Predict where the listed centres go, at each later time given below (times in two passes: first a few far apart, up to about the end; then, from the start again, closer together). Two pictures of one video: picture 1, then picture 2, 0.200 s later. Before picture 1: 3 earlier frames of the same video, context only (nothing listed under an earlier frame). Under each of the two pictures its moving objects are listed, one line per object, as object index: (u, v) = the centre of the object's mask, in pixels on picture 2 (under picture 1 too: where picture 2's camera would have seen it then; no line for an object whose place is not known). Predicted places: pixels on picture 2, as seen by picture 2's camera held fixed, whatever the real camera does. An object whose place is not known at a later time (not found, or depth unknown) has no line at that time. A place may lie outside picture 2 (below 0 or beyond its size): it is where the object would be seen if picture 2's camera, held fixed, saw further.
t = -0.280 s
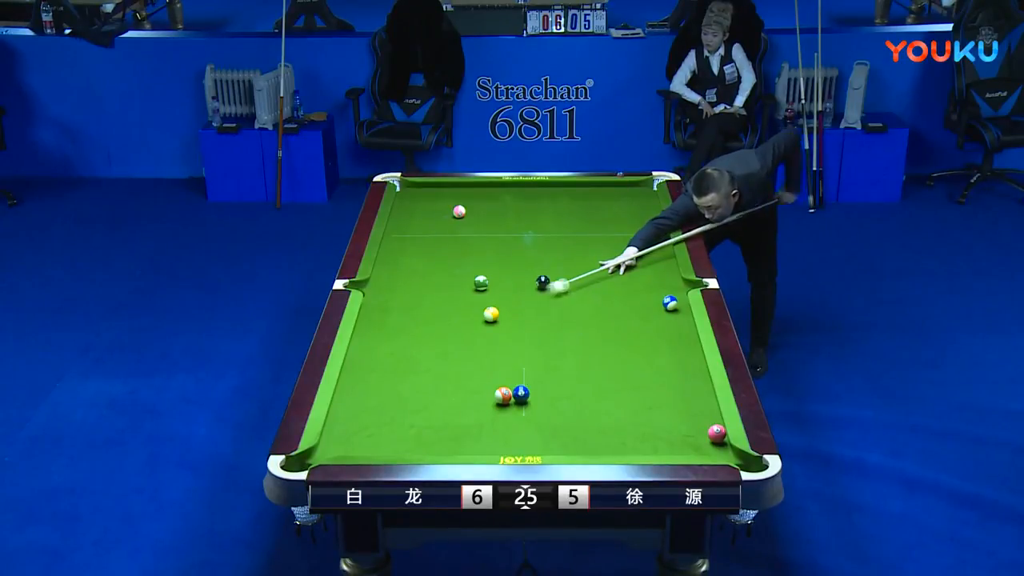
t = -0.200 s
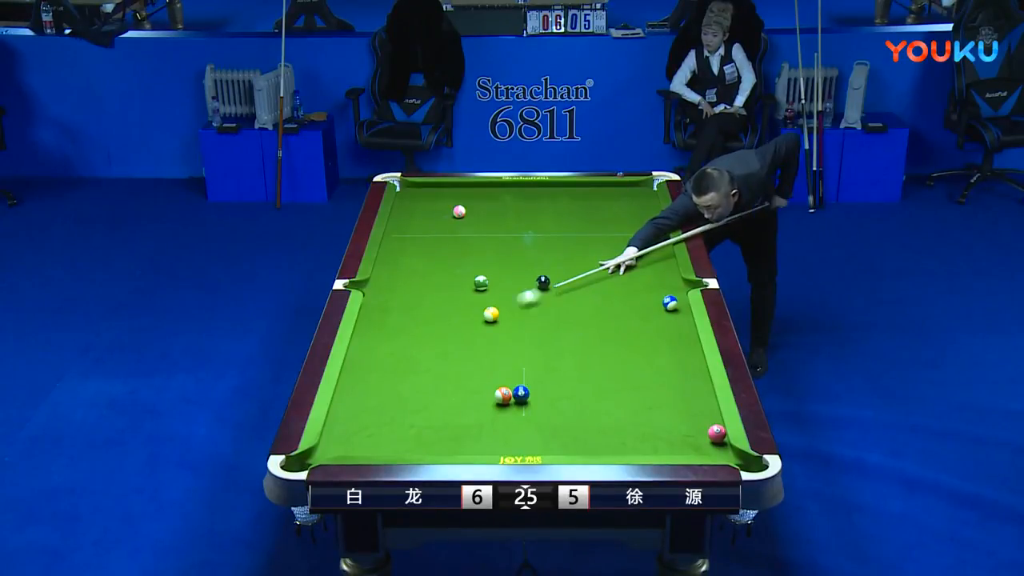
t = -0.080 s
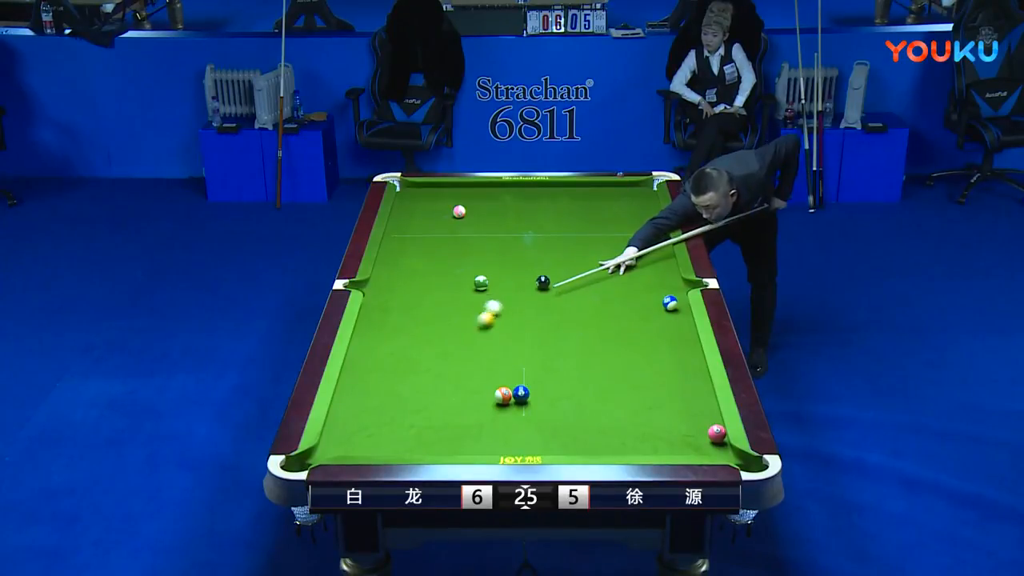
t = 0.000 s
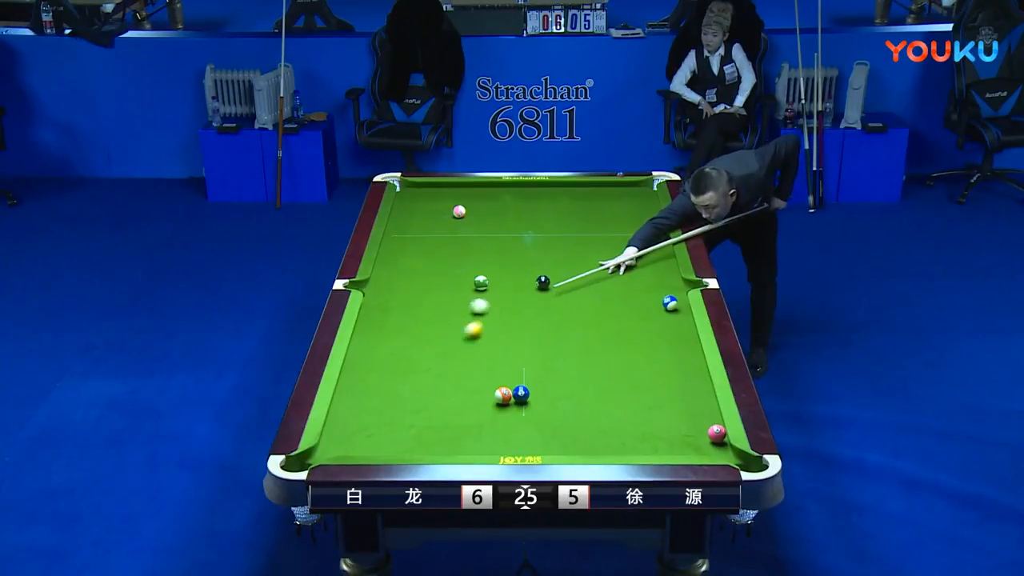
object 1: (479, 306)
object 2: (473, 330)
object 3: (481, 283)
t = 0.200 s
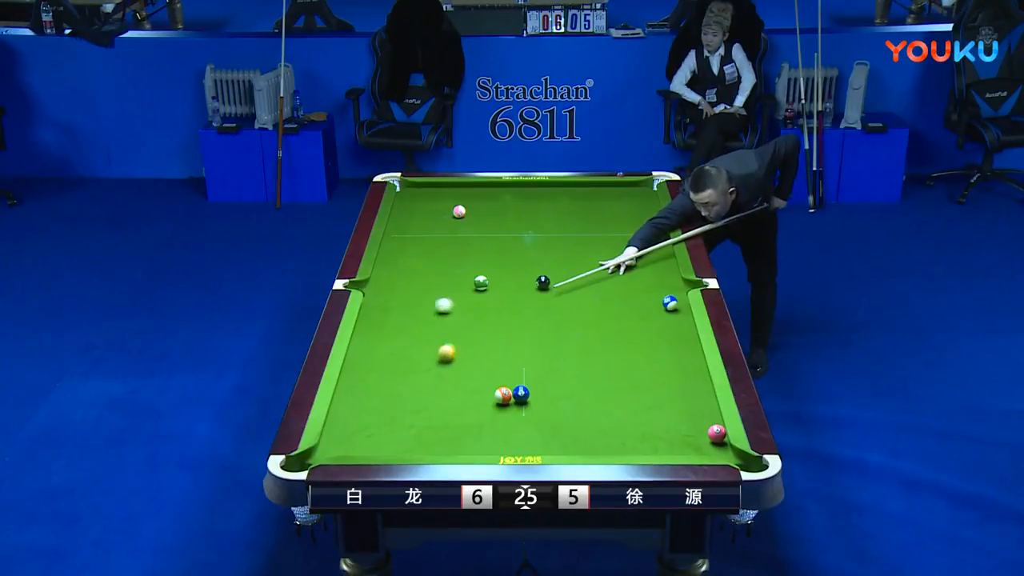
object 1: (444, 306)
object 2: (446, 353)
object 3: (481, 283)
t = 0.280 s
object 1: (430, 305)
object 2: (437, 361)
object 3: (481, 283)
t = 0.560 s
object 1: (382, 304)
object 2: (400, 393)
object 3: (481, 283)
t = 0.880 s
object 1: (393, 300)
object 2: (355, 431)
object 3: (481, 283)
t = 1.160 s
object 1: (419, 296)
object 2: (307, 461)
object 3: (481, 283)
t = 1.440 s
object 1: (443, 293)
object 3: (481, 283)
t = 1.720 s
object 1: (465, 289)
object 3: (481, 283)
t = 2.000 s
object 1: (480, 289)
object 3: (487, 279)
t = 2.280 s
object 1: (490, 290)
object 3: (491, 277)
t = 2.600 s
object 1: (500, 291)
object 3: (496, 273)
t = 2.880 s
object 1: (507, 291)
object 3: (499, 273)
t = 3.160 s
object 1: (513, 292)
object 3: (501, 272)
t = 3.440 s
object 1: (517, 292)
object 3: (502, 271)
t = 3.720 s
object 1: (520, 293)
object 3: (502, 271)
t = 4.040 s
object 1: (521, 293)
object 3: (502, 271)
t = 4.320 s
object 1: (521, 293)
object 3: (502, 271)
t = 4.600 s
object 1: (521, 293)
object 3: (502, 271)
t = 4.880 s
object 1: (521, 293)
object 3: (502, 271)
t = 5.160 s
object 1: (521, 293)
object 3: (502, 271)
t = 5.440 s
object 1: (521, 293)
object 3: (502, 271)
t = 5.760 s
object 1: (521, 293)
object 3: (502, 271)
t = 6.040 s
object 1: (521, 293)
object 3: (502, 271)
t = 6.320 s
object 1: (521, 293)
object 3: (502, 271)
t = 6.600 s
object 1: (521, 293)
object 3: (502, 271)
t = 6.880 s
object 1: (521, 293)
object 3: (502, 271)
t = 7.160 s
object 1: (521, 293)
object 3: (502, 271)
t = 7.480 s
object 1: (521, 293)
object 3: (502, 271)
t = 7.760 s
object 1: (521, 293)
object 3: (502, 271)
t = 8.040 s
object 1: (521, 293)
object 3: (502, 271)
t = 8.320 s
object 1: (521, 293)
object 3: (502, 271)
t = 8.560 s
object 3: (500, 271)
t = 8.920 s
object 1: (521, 293)
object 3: (502, 271)
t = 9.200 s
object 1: (521, 293)
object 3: (502, 271)
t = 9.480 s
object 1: (521, 293)
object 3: (502, 271)
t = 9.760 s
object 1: (521, 293)
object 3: (502, 271)
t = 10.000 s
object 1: (521, 293)
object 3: (502, 271)
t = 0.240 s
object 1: (437, 305)
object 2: (441, 357)
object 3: (481, 283)
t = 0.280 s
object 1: (430, 305)
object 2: (437, 361)
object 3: (481, 283)
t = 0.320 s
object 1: (423, 305)
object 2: (432, 365)
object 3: (481, 283)
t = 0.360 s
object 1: (416, 305)
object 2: (427, 370)
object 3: (481, 283)
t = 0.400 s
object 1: (409, 305)
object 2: (421, 374)
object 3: (481, 283)
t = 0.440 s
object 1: (402, 305)
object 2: (416, 379)
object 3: (481, 283)
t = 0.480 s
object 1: (396, 304)
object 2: (411, 383)
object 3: (481, 283)
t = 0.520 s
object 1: (389, 304)
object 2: (406, 388)
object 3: (481, 283)
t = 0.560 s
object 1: (382, 304)
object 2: (400, 393)
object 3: (481, 283)
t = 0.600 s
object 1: (376, 304)
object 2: (395, 397)
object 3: (481, 283)
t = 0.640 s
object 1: (370, 304)
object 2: (389, 402)
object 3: (481, 283)
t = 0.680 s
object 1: (372, 304)
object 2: (384, 407)
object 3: (481, 283)
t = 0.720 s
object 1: (377, 303)
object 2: (378, 411)
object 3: (481, 283)
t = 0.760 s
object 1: (381, 302)
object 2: (373, 417)
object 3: (481, 283)
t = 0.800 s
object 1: (385, 301)
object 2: (367, 421)
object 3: (481, 283)
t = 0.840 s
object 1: (389, 301)
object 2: (361, 426)
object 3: (481, 283)
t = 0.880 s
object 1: (393, 300)
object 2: (355, 431)
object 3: (481, 283)
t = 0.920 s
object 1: (397, 300)
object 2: (349, 436)
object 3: (481, 283)
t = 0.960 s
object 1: (401, 299)
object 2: (343, 442)
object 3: (481, 283)
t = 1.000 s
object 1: (404, 299)
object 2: (337, 446)
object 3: (481, 283)
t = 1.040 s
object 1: (408, 298)
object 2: (330, 450)
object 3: (481, 283)
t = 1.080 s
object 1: (412, 298)
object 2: (324, 453)
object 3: (481, 283)
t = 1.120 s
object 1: (415, 297)
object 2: (316, 456)
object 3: (481, 283)
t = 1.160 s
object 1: (419, 296)
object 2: (307, 461)
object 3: (481, 283)
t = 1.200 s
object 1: (422, 296)
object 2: (301, 466)
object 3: (481, 283)
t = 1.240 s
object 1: (426, 295)
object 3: (481, 283)
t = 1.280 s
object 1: (429, 295)
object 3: (481, 283)
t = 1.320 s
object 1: (433, 294)
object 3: (481, 283)
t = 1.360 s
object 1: (436, 294)
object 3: (481, 283)
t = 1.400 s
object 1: (440, 293)
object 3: (481, 283)
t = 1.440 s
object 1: (443, 293)
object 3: (481, 283)
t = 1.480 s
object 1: (446, 292)
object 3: (481, 283)
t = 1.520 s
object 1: (449, 292)
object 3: (481, 283)
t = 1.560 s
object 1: (453, 291)
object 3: (481, 283)
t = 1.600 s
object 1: (456, 291)
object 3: (481, 283)
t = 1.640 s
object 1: (459, 290)
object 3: (481, 283)
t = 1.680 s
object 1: (462, 289)
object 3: (481, 283)
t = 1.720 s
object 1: (465, 289)
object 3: (481, 283)
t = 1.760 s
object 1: (468, 289)
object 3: (481, 282)
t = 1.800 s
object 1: (471, 288)
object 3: (482, 282)
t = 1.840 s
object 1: (473, 288)
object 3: (483, 281)
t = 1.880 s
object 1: (475, 288)
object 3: (484, 280)
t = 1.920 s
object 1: (477, 289)
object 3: (485, 280)
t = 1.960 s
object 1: (478, 289)
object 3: (486, 279)
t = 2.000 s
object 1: (480, 289)
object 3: (487, 279)
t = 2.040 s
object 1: (481, 289)
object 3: (488, 279)
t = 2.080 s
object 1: (483, 289)
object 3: (488, 279)
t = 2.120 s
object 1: (484, 289)
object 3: (488, 279)
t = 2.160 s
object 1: (486, 289)
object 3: (489, 278)
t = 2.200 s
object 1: (487, 290)
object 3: (489, 278)
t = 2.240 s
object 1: (489, 289)
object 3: (490, 277)
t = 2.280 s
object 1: (490, 290)
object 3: (491, 277)
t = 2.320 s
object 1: (491, 290)
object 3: (491, 276)
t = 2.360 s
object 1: (493, 290)
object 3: (492, 276)
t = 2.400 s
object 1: (494, 290)
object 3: (493, 275)
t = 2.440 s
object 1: (495, 291)
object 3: (494, 274)
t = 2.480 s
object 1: (496, 291)
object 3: (495, 274)
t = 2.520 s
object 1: (498, 291)
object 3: (495, 274)
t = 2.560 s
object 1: (499, 291)
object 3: (496, 273)
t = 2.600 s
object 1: (500, 291)
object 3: (496, 273)
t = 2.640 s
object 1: (501, 291)
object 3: (497, 274)
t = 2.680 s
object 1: (502, 291)
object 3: (498, 274)
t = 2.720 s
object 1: (503, 291)
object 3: (497, 274)
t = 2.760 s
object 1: (504, 291)
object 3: (498, 274)
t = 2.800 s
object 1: (505, 291)
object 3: (498, 273)
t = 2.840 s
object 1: (506, 291)
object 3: (499, 273)
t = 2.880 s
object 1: (507, 291)
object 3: (499, 273)
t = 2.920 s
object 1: (508, 292)
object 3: (500, 273)
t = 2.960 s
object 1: (509, 292)
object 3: (500, 273)
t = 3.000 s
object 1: (510, 292)
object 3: (500, 272)
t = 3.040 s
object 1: (511, 292)
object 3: (501, 272)
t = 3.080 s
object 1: (511, 292)
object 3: (501, 272)
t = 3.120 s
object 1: (512, 292)
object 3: (501, 272)
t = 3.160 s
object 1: (513, 292)
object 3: (501, 272)
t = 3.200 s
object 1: (514, 292)
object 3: (501, 272)
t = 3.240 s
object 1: (514, 292)
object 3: (501, 272)
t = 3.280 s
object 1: (515, 292)
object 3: (502, 271)
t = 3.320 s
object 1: (515, 292)
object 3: (502, 271)
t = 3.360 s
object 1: (516, 292)
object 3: (502, 271)
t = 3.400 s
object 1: (516, 292)
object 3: (502, 271)
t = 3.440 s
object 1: (517, 292)
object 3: (502, 271)
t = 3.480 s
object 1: (518, 293)
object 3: (502, 271)
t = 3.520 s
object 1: (518, 293)
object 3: (502, 271)
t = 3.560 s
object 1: (518, 293)
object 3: (502, 271)
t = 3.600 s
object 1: (519, 293)
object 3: (502, 271)
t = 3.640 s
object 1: (519, 293)
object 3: (502, 271)
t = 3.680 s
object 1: (519, 293)
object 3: (502, 271)
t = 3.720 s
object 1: (520, 293)
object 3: (502, 271)
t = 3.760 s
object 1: (520, 293)
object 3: (502, 271)
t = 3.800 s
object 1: (520, 293)
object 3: (502, 271)
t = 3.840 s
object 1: (520, 293)
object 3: (502, 271)
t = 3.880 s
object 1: (521, 293)
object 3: (502, 271)
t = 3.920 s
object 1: (521, 293)
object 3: (502, 271)
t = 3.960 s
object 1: (521, 293)
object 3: (502, 271)
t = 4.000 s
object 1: (521, 293)
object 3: (502, 271)
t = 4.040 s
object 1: (521, 293)
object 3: (502, 271)
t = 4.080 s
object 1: (521, 293)
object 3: (502, 271)
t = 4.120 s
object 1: (521, 293)
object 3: (502, 271)
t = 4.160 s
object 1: (521, 293)
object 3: (502, 271)
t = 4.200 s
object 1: (521, 293)
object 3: (502, 271)
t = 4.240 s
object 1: (521, 293)
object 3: (502, 271)
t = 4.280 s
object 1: (522, 293)
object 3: (502, 271)
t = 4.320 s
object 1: (521, 293)
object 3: (502, 271)
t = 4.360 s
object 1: (521, 293)
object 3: (502, 271)
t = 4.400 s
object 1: (521, 293)
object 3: (502, 271)
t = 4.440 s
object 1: (521, 293)
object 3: (502, 271)
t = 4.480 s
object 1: (521, 293)
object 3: (502, 271)
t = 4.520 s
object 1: (521, 293)
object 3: (502, 271)
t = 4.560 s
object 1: (521, 293)
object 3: (502, 271)
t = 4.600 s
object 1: (521, 293)
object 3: (502, 271)
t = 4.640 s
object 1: (521, 293)
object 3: (502, 271)
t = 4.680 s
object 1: (521, 293)
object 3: (502, 271)
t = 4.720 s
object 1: (521, 293)
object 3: (502, 271)
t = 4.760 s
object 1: (521, 293)
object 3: (502, 271)
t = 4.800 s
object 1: (521, 293)
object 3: (502, 271)
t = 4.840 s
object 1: (521, 293)
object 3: (502, 271)
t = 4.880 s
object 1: (521, 293)
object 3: (502, 271)
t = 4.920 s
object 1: (521, 293)
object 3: (502, 271)
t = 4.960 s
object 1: (521, 293)
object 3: (502, 271)
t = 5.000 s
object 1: (521, 293)
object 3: (502, 271)
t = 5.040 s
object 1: (521, 293)
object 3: (502, 271)
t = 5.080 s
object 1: (521, 293)
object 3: (502, 271)
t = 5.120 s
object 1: (521, 293)
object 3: (502, 271)
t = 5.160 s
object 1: (521, 293)
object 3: (502, 271)
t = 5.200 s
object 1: (521, 293)
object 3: (502, 271)
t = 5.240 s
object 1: (521, 293)
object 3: (502, 271)
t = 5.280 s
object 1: (521, 293)
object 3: (502, 271)
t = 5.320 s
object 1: (521, 293)
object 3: (502, 271)
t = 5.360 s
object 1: (521, 293)
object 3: (502, 271)
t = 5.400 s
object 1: (521, 293)
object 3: (502, 271)
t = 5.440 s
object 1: (521, 293)
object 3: (502, 271)
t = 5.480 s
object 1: (521, 293)
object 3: (502, 271)
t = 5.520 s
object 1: (521, 293)
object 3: (502, 271)
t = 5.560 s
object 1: (521, 293)
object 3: (502, 271)
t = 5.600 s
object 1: (521, 293)
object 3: (502, 271)
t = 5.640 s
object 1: (521, 293)
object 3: (502, 271)
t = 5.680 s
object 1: (521, 293)
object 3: (502, 271)
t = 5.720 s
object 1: (521, 293)
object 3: (502, 271)
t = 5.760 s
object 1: (521, 293)
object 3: (502, 271)
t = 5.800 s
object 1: (521, 293)
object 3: (502, 271)
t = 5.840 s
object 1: (521, 293)
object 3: (502, 271)
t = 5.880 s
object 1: (521, 293)
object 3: (502, 271)
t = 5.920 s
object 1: (521, 293)
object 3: (502, 271)
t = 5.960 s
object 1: (521, 293)
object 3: (502, 271)
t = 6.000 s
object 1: (521, 293)
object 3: (502, 271)
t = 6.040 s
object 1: (521, 293)
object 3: (502, 271)
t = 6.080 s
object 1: (521, 293)
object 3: (502, 271)
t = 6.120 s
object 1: (521, 293)
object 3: (502, 271)
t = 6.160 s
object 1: (521, 293)
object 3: (502, 271)
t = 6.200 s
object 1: (521, 293)
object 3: (502, 271)
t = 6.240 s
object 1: (521, 293)
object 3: (502, 271)
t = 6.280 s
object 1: (521, 293)
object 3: (502, 271)
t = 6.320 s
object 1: (521, 293)
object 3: (502, 271)
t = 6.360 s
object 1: (521, 293)
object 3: (502, 271)
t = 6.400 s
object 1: (521, 293)
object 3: (502, 271)
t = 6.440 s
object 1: (521, 293)
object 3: (502, 271)
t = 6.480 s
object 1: (521, 293)
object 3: (502, 271)
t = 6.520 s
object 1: (521, 293)
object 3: (502, 271)
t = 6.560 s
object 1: (521, 293)
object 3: (502, 271)
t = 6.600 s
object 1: (521, 293)
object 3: (502, 271)
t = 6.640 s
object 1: (521, 293)
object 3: (502, 271)
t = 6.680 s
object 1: (521, 293)
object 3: (502, 271)
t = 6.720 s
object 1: (521, 293)
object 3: (502, 271)
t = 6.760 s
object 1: (521, 293)
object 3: (502, 271)
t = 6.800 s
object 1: (521, 293)
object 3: (502, 271)
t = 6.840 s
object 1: (521, 293)
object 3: (502, 271)
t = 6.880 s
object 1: (521, 293)
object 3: (502, 271)
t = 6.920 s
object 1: (521, 293)
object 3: (502, 271)
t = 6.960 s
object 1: (521, 293)
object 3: (502, 271)
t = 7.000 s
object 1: (521, 293)
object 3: (502, 271)
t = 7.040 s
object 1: (521, 293)
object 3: (502, 271)
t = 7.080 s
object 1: (521, 293)
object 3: (502, 271)
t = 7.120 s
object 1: (521, 293)
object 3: (502, 271)
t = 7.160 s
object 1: (521, 293)
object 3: (502, 271)
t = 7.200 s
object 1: (521, 293)
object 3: (502, 271)
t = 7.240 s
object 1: (521, 293)
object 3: (502, 271)
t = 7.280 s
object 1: (521, 293)
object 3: (502, 271)
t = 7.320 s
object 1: (521, 293)
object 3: (502, 271)
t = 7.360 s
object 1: (521, 293)
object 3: (502, 271)
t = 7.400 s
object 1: (521, 293)
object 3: (502, 271)
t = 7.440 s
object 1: (521, 293)
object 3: (502, 271)
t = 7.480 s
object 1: (521, 293)
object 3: (502, 271)
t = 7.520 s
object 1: (521, 293)
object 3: (502, 271)
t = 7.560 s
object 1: (521, 293)
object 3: (502, 271)
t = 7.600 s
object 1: (521, 293)
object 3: (502, 271)
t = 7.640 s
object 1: (521, 293)
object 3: (502, 271)
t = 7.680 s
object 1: (521, 293)
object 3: (502, 271)
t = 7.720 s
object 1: (521, 293)
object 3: (502, 271)
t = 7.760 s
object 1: (521, 293)
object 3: (502, 271)
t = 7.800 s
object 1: (521, 293)
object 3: (502, 271)
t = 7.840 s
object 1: (521, 293)
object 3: (502, 271)
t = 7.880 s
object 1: (521, 293)
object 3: (502, 271)
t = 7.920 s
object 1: (521, 293)
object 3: (502, 271)
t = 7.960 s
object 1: (521, 293)
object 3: (502, 271)
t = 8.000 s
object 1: (521, 293)
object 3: (502, 271)
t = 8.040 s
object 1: (521, 293)
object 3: (502, 271)
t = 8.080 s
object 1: (521, 293)
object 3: (502, 271)
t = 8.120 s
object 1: (521, 293)
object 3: (502, 271)
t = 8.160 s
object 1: (521, 293)
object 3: (502, 271)
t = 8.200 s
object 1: (521, 293)
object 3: (502, 271)
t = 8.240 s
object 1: (521, 293)
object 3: (502, 271)
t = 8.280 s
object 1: (521, 293)
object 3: (502, 271)
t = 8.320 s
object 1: (521, 293)
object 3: (502, 271)
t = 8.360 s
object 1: (521, 293)
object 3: (502, 271)
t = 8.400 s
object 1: (521, 293)
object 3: (502, 271)
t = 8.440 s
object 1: (521, 293)
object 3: (502, 271)
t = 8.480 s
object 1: (520, 293)
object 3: (502, 271)
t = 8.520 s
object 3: (502, 271)
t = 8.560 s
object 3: (500, 271)
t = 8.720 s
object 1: (522, 293)
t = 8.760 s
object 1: (521, 293)
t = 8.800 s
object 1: (521, 293)
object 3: (502, 271)
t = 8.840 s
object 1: (521, 293)
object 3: (502, 271)
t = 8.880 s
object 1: (521, 293)
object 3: (502, 271)
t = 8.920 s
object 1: (521, 293)
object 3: (502, 271)
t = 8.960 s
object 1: (521, 293)
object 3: (502, 271)
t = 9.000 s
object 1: (521, 293)
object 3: (502, 271)
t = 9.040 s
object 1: (521, 293)
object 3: (502, 271)
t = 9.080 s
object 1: (521, 293)
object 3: (502, 271)
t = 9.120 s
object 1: (521, 293)
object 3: (502, 271)
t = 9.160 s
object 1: (521, 293)
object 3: (502, 271)
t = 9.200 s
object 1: (521, 293)
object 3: (502, 271)
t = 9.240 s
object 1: (521, 293)
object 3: (502, 271)
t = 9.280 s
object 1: (521, 293)
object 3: (502, 271)
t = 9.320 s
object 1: (521, 293)
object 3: (502, 271)
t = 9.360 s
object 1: (521, 293)
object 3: (502, 271)
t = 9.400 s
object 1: (521, 293)
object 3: (502, 271)
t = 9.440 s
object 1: (521, 293)
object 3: (502, 271)
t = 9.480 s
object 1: (521, 293)
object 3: (502, 271)
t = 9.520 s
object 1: (521, 293)
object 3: (502, 271)
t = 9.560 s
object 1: (521, 293)
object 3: (502, 271)
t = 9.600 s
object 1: (521, 293)
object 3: (502, 271)
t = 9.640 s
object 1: (521, 293)
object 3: (502, 271)
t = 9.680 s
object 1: (521, 293)
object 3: (502, 271)
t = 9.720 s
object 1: (521, 293)
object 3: (502, 271)
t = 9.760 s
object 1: (521, 293)
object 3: (502, 271)
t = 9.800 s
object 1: (521, 293)
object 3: (502, 271)
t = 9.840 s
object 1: (521, 293)
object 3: (502, 271)
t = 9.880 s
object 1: (521, 293)
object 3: (502, 271)
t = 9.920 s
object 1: (521, 293)
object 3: (502, 271)
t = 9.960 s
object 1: (521, 293)
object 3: (502, 271)
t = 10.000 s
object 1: (521, 293)
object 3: (502, 271)
